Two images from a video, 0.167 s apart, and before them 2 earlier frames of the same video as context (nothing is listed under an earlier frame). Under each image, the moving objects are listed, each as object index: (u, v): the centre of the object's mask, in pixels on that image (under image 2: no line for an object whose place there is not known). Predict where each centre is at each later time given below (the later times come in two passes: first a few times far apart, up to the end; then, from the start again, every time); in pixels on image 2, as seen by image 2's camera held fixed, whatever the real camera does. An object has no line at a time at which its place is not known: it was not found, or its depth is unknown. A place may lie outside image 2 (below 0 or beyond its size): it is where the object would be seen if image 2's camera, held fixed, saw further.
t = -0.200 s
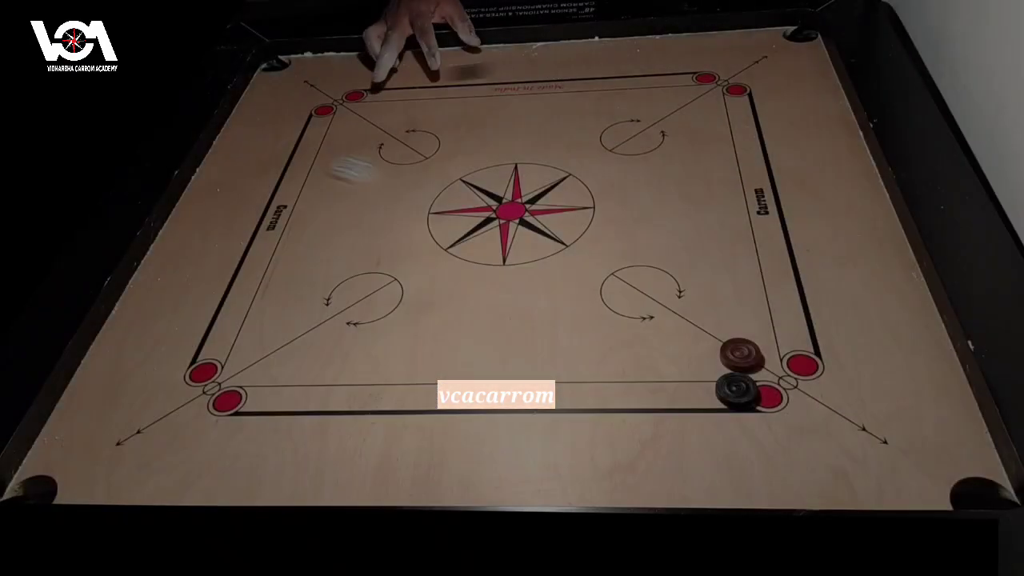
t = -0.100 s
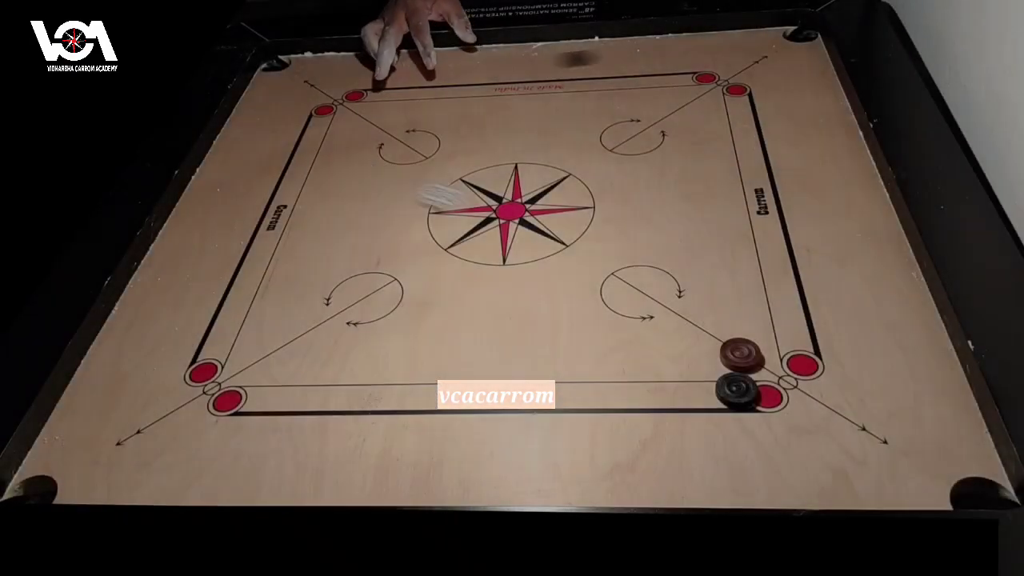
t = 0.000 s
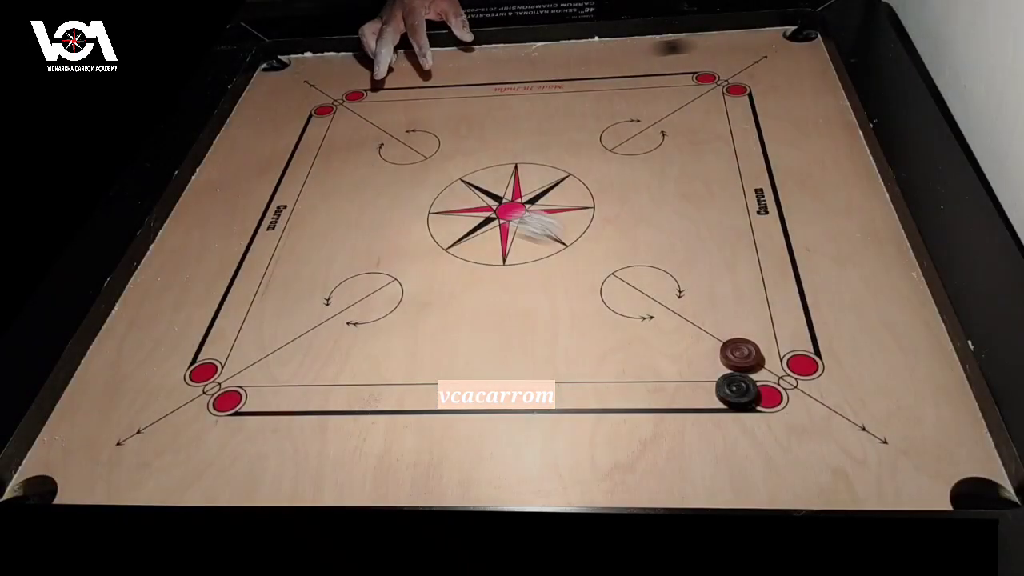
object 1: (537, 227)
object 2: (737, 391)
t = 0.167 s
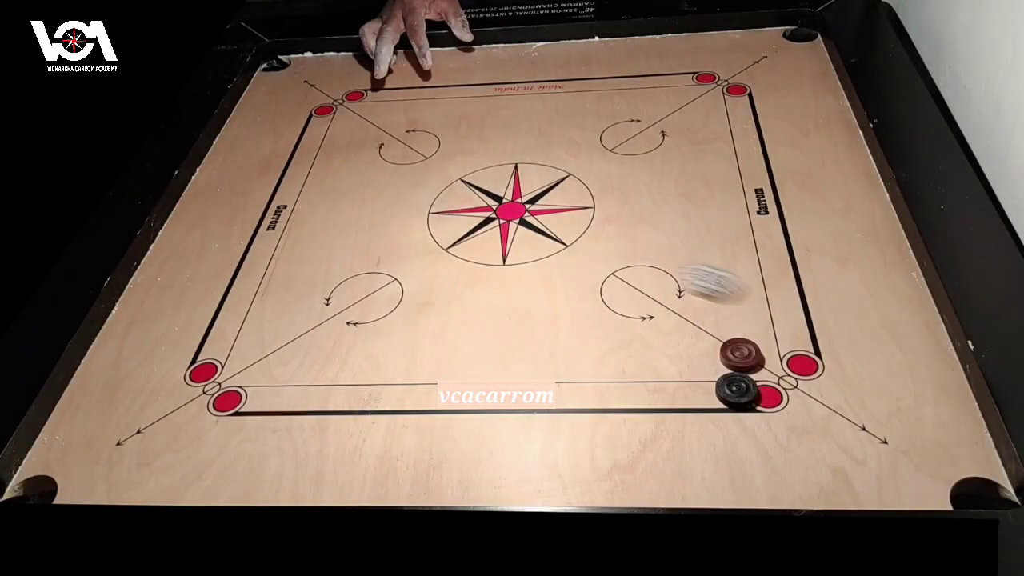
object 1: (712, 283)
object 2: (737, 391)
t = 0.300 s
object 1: (852, 328)
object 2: (737, 391)
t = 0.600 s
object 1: (798, 402)
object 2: (737, 391)
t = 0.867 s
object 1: (754, 432)
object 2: (708, 384)
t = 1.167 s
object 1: (753, 432)
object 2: (707, 383)
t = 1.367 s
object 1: (753, 432)
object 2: (707, 383)
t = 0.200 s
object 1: (743, 294)
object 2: (737, 391)
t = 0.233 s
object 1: (780, 305)
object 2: (737, 391)
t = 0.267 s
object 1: (816, 317)
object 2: (737, 391)
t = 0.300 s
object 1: (852, 328)
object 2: (737, 391)
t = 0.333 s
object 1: (887, 340)
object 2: (737, 391)
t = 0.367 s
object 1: (921, 351)
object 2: (737, 391)
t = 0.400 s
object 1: (916, 360)
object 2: (737, 391)
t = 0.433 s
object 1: (892, 367)
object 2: (737, 391)
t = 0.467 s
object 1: (870, 375)
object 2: (737, 391)
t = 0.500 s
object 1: (851, 382)
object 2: (737, 391)
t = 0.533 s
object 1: (832, 389)
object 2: (737, 391)
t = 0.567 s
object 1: (815, 395)
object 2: (737, 391)
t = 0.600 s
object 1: (798, 402)
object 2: (737, 391)
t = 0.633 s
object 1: (783, 407)
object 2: (736, 391)
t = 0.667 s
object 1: (777, 414)
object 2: (726, 389)
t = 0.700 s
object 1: (769, 418)
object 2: (717, 386)
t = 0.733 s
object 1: (764, 423)
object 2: (712, 385)
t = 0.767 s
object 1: (760, 427)
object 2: (708, 384)
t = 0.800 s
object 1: (757, 430)
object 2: (708, 384)
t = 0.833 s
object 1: (755, 431)
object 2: (708, 384)
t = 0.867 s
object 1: (754, 432)
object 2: (708, 384)
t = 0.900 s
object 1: (754, 432)
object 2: (708, 384)
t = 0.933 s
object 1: (753, 431)
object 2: (708, 384)
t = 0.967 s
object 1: (753, 432)
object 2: (708, 384)
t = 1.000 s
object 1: (753, 432)
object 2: (708, 383)
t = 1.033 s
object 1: (753, 432)
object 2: (708, 384)
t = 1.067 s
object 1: (754, 432)
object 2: (708, 383)
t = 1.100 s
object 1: (754, 432)
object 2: (708, 383)
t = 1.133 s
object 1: (753, 432)
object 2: (707, 383)
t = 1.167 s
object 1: (753, 432)
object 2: (707, 383)
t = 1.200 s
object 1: (753, 432)
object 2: (707, 383)
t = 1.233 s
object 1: (753, 432)
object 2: (707, 383)
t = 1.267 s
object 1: (753, 432)
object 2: (707, 383)
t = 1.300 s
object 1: (753, 432)
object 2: (707, 383)
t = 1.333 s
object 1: (753, 432)
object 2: (707, 383)
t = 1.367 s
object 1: (753, 432)
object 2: (707, 383)
